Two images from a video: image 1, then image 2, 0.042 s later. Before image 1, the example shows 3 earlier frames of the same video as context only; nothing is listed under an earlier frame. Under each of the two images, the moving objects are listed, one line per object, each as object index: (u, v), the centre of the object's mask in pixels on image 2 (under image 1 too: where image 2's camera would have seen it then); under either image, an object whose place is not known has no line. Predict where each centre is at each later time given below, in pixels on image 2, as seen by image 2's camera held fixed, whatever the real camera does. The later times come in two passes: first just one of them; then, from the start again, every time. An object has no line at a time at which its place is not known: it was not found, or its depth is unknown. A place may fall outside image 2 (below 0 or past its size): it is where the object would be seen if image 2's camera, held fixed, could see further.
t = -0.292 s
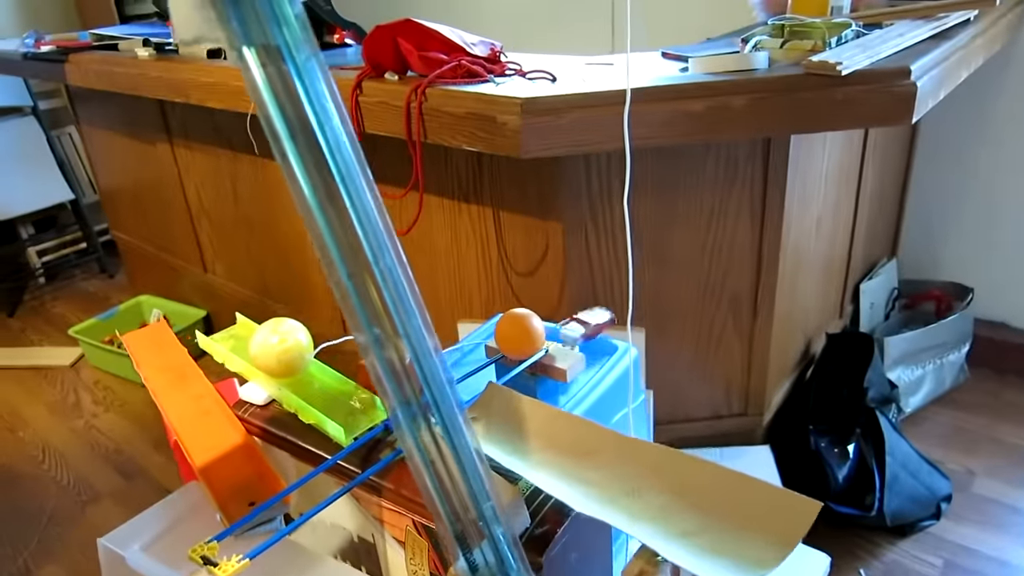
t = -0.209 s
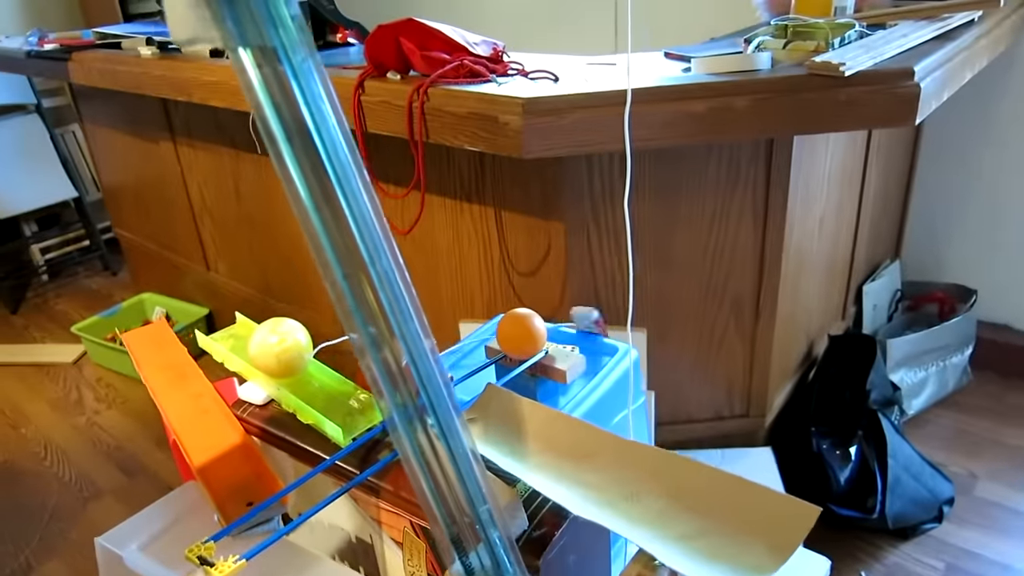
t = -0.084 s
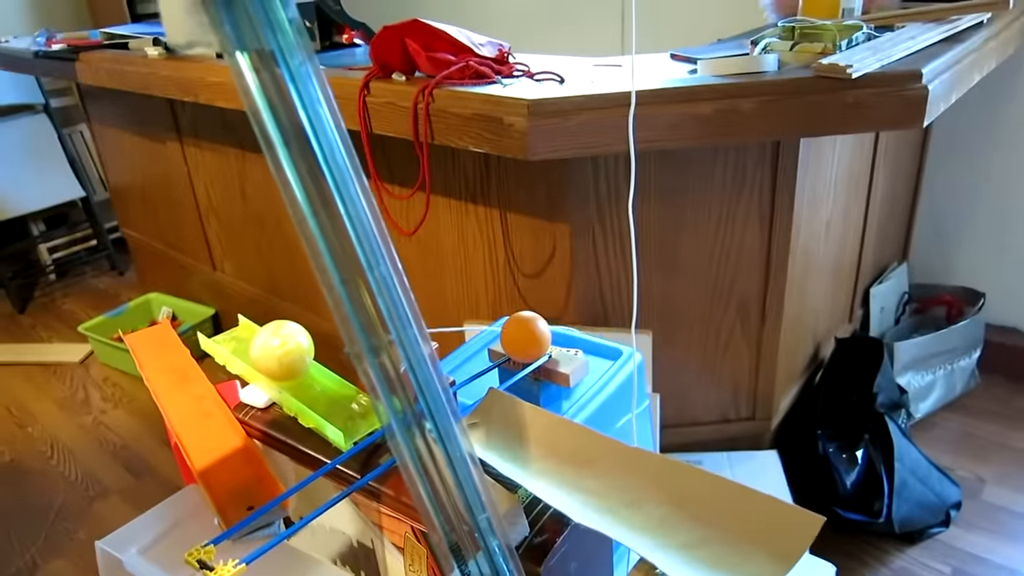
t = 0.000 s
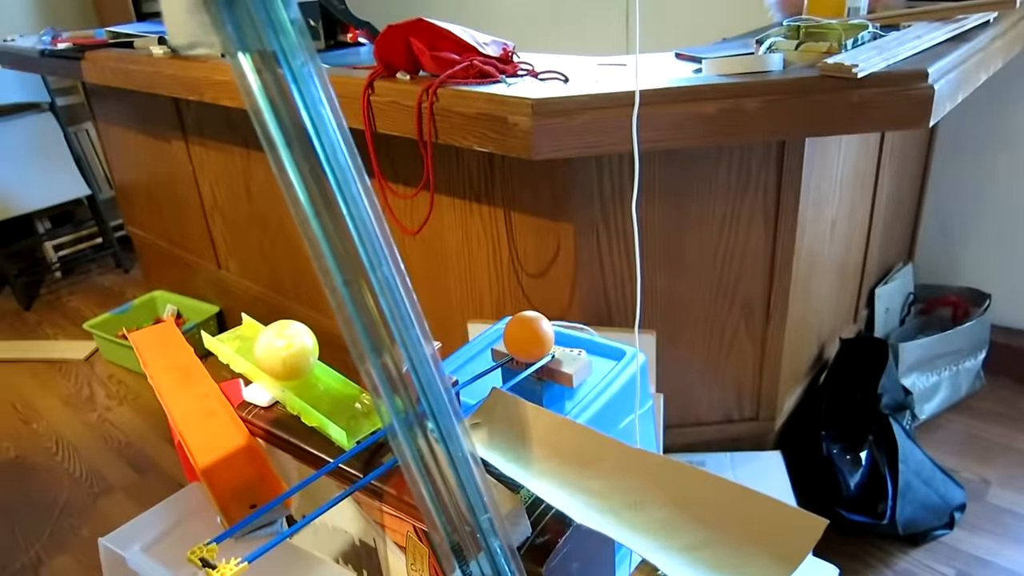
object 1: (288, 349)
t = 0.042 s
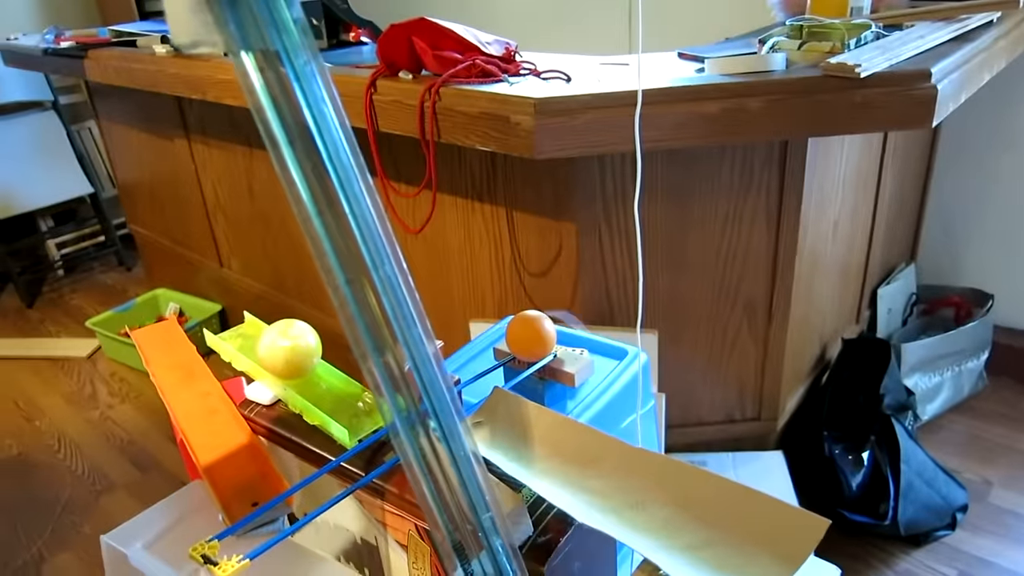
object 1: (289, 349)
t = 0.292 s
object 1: (302, 356)
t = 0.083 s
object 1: (291, 349)
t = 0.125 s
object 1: (293, 350)
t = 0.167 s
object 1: (295, 351)
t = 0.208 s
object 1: (297, 352)
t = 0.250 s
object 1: (299, 354)
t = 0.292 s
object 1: (302, 356)
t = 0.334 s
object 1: (305, 358)
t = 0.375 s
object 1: (309, 359)
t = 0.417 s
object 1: (312, 362)
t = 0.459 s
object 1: (316, 364)
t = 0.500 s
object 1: (321, 366)
